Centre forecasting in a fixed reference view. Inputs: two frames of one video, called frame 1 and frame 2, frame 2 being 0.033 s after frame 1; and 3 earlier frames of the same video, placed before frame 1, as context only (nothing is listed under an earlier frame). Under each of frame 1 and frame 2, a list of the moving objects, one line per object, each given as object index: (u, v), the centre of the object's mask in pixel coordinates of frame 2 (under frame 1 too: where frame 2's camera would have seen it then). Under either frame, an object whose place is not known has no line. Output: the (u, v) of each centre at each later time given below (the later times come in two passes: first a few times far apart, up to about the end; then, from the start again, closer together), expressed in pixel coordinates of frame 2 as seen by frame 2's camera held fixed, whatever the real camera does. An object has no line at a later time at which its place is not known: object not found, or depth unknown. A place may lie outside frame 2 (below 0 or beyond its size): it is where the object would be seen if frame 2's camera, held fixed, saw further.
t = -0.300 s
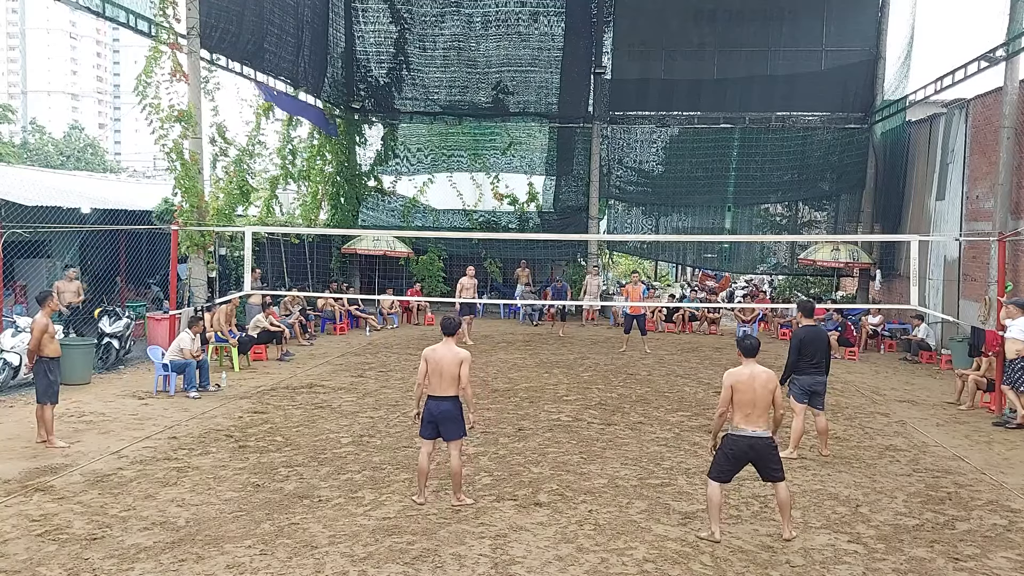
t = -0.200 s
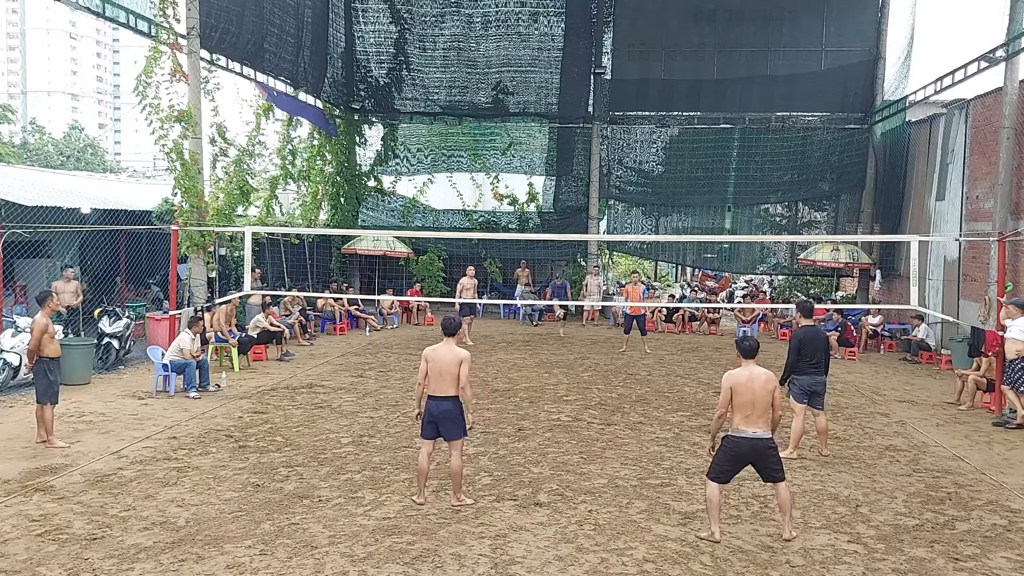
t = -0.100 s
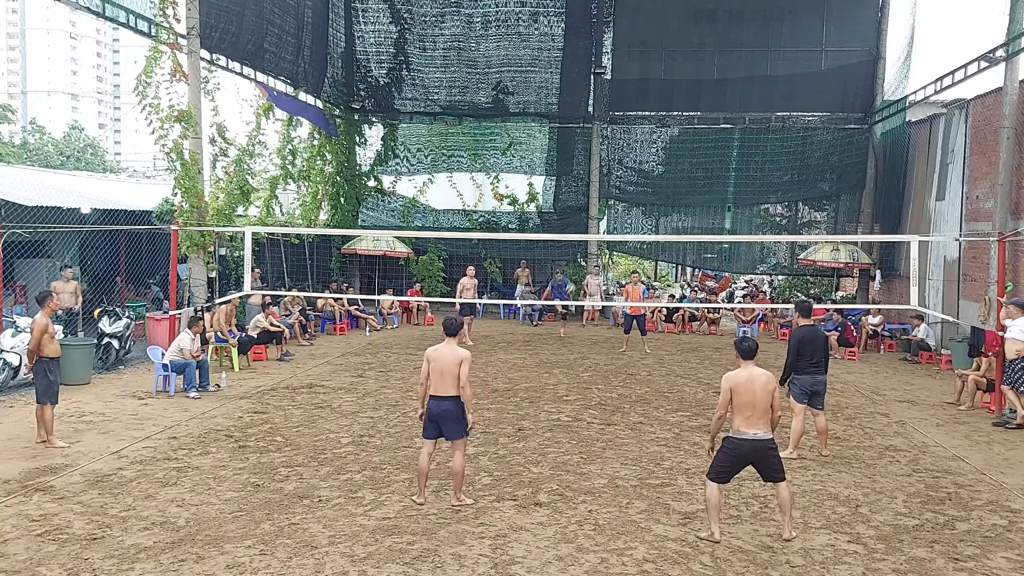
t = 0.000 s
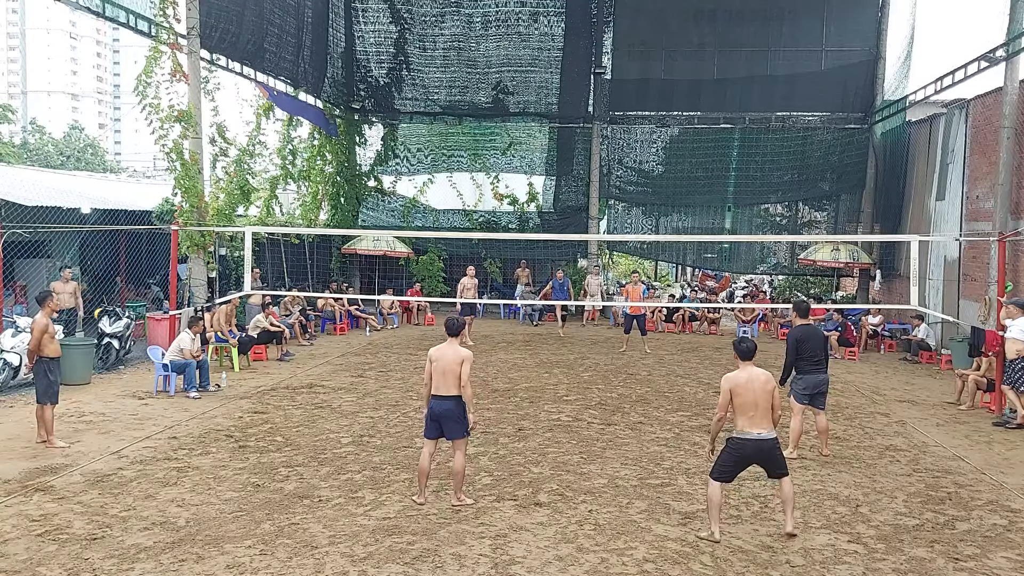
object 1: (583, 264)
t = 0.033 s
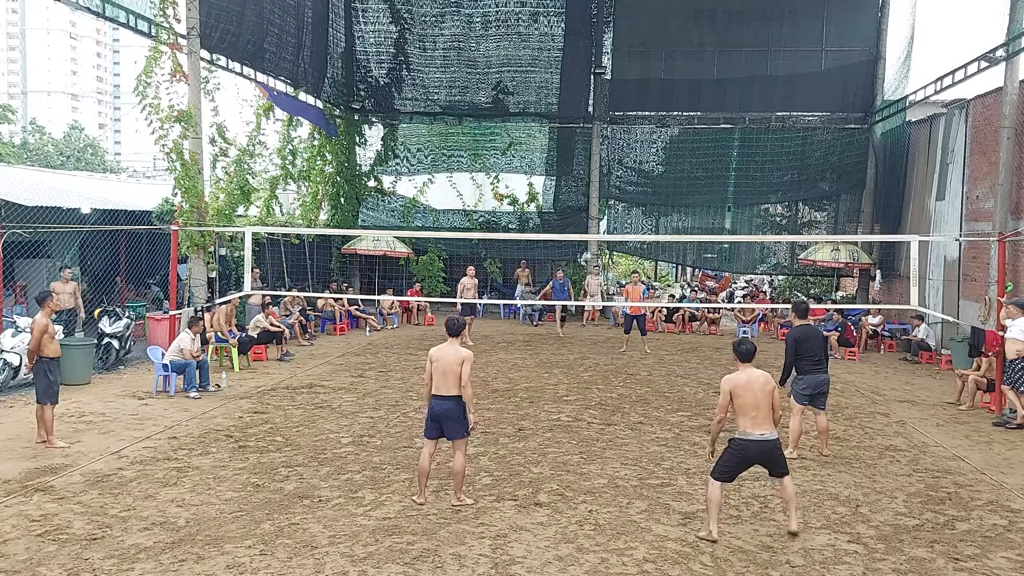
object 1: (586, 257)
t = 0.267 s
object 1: (618, 212)
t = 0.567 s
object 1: (669, 181)
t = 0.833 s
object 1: (734, 196)
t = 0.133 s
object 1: (600, 231)
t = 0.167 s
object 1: (603, 229)
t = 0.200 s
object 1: (610, 225)
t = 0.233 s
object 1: (613, 218)
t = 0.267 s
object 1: (618, 212)
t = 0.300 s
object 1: (623, 207)
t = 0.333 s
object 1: (628, 201)
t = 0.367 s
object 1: (634, 198)
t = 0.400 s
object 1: (640, 193)
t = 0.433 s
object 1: (645, 190)
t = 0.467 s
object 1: (651, 187)
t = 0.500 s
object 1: (657, 185)
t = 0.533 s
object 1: (663, 183)
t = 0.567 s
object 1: (669, 181)
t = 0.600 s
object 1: (676, 180)
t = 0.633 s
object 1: (683, 180)
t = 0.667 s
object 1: (691, 181)
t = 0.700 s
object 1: (699, 182)
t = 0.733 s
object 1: (707, 184)
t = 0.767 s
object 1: (715, 187)
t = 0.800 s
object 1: (724, 190)
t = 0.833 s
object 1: (734, 196)
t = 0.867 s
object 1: (742, 200)
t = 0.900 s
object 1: (752, 206)
